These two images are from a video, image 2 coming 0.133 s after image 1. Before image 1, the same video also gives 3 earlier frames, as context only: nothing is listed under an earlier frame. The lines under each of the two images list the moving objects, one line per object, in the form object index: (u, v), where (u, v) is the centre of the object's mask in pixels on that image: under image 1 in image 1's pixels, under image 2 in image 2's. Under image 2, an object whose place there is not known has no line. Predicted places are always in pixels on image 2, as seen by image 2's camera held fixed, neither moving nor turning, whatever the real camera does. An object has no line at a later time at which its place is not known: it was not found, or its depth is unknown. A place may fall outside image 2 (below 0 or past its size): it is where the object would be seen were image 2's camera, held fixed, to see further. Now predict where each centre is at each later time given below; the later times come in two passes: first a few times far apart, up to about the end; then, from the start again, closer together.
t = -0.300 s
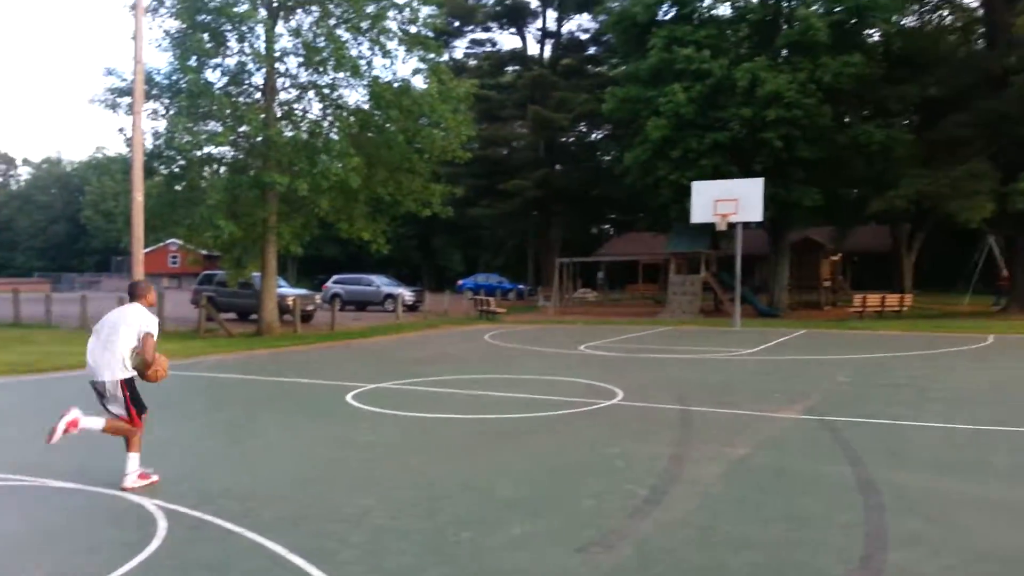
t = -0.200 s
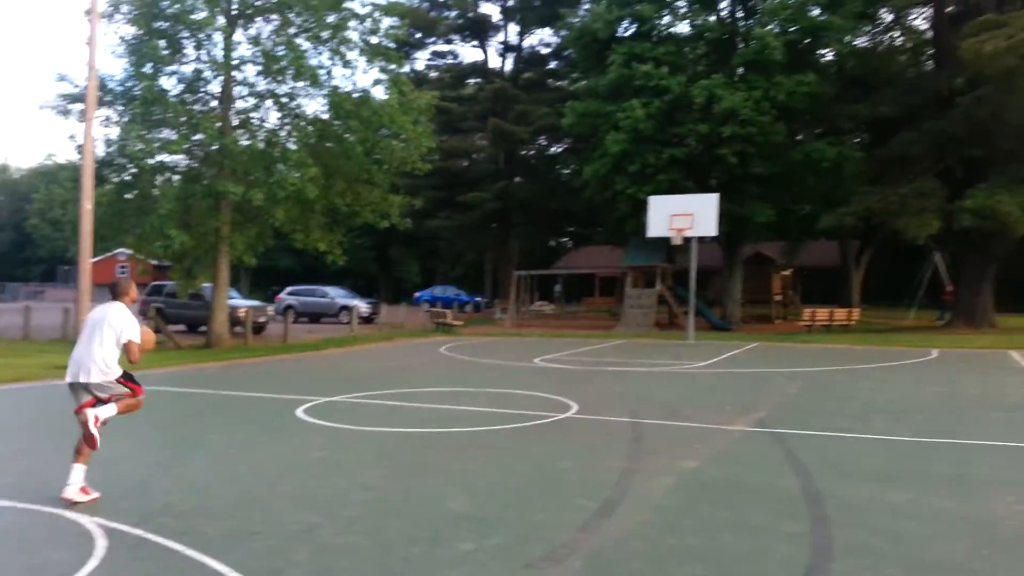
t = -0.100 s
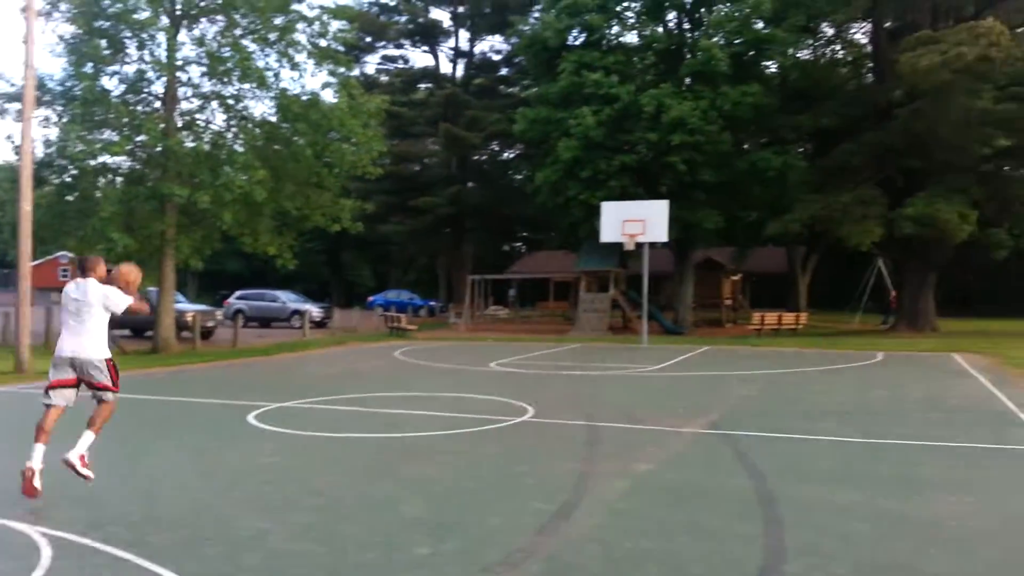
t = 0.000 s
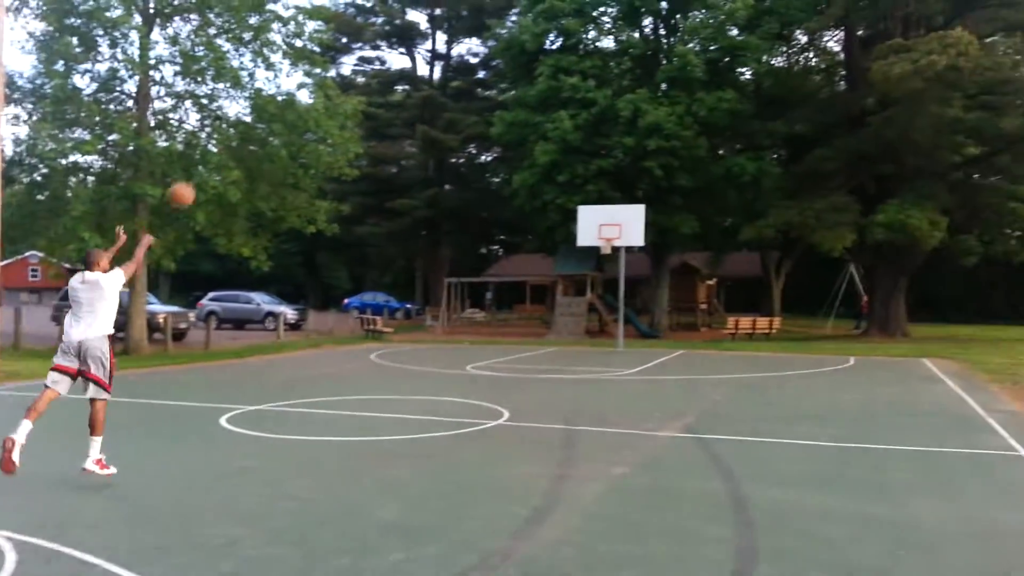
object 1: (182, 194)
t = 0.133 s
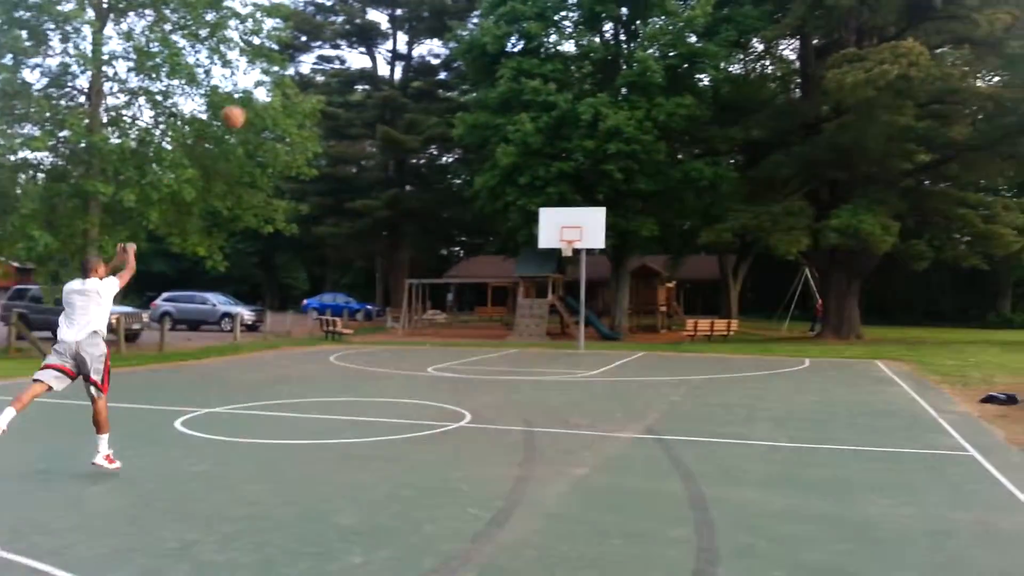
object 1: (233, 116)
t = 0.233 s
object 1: (291, 82)
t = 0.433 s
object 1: (378, 45)
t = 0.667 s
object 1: (452, 44)
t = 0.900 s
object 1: (506, 68)
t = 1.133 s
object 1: (546, 111)
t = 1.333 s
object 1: (574, 155)
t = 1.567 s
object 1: (594, 210)
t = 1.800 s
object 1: (579, 250)
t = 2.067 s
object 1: (559, 330)
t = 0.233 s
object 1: (291, 82)
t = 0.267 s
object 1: (308, 73)
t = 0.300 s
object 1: (325, 65)
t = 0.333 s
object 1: (339, 60)
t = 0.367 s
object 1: (352, 54)
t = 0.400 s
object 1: (367, 49)
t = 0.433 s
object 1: (378, 45)
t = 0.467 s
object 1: (392, 43)
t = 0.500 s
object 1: (403, 42)
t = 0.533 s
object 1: (414, 41)
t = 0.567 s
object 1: (424, 40)
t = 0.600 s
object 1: (434, 41)
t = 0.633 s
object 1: (444, 42)
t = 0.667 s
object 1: (452, 44)
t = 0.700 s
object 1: (461, 46)
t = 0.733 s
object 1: (469, 49)
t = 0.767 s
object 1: (477, 53)
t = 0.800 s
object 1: (484, 56)
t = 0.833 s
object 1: (492, 60)
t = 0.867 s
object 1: (499, 64)
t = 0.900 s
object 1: (506, 68)
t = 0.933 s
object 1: (511, 73)
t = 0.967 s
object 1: (518, 78)
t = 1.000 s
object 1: (524, 85)
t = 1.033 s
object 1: (530, 90)
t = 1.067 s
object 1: (535, 97)
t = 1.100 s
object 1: (541, 104)
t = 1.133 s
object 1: (546, 111)
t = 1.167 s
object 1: (551, 117)
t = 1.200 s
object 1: (555, 124)
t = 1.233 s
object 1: (561, 132)
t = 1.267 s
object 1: (565, 139)
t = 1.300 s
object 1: (570, 147)
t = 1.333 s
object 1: (574, 155)
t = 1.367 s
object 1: (578, 163)
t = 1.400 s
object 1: (582, 172)
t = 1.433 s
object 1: (586, 180)
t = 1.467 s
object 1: (589, 189)
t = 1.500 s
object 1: (593, 198)
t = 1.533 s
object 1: (596, 206)
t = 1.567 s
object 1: (594, 210)
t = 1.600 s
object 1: (592, 214)
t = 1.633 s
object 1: (590, 219)
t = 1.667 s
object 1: (588, 224)
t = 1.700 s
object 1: (586, 230)
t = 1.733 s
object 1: (582, 235)
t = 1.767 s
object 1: (581, 243)
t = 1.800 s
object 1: (579, 250)
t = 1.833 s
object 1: (576, 258)
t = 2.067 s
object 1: (559, 330)
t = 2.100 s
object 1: (558, 341)
